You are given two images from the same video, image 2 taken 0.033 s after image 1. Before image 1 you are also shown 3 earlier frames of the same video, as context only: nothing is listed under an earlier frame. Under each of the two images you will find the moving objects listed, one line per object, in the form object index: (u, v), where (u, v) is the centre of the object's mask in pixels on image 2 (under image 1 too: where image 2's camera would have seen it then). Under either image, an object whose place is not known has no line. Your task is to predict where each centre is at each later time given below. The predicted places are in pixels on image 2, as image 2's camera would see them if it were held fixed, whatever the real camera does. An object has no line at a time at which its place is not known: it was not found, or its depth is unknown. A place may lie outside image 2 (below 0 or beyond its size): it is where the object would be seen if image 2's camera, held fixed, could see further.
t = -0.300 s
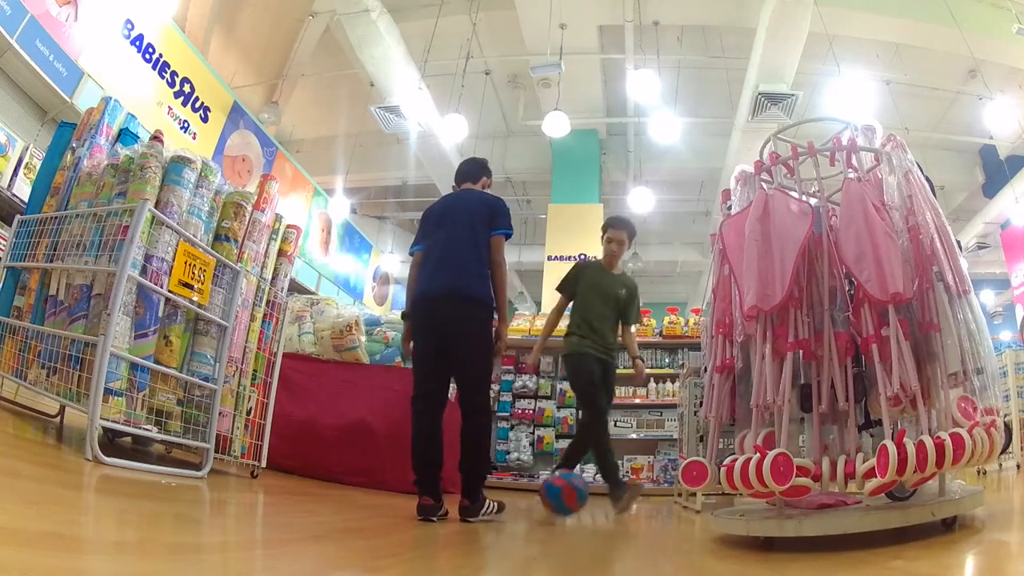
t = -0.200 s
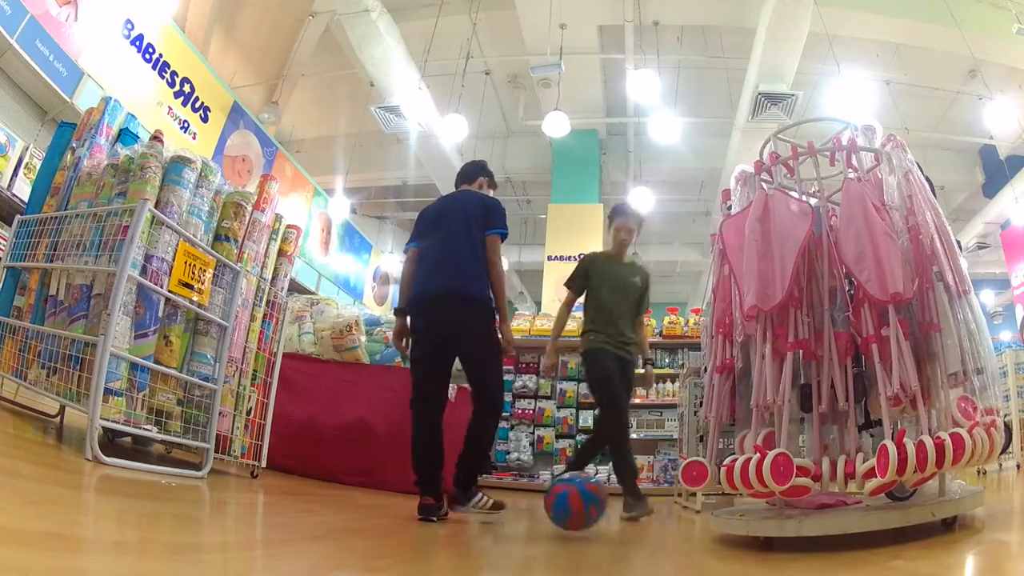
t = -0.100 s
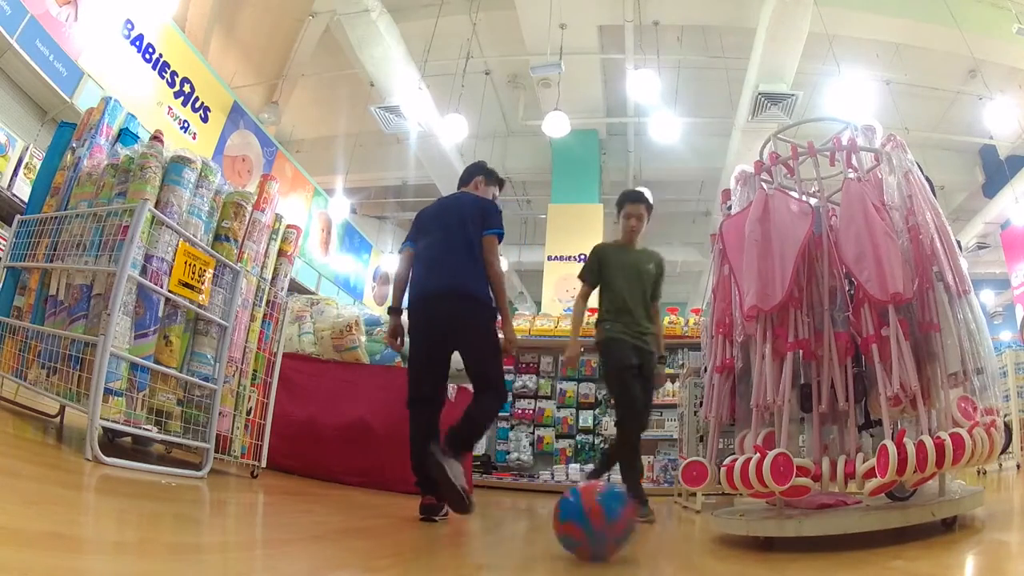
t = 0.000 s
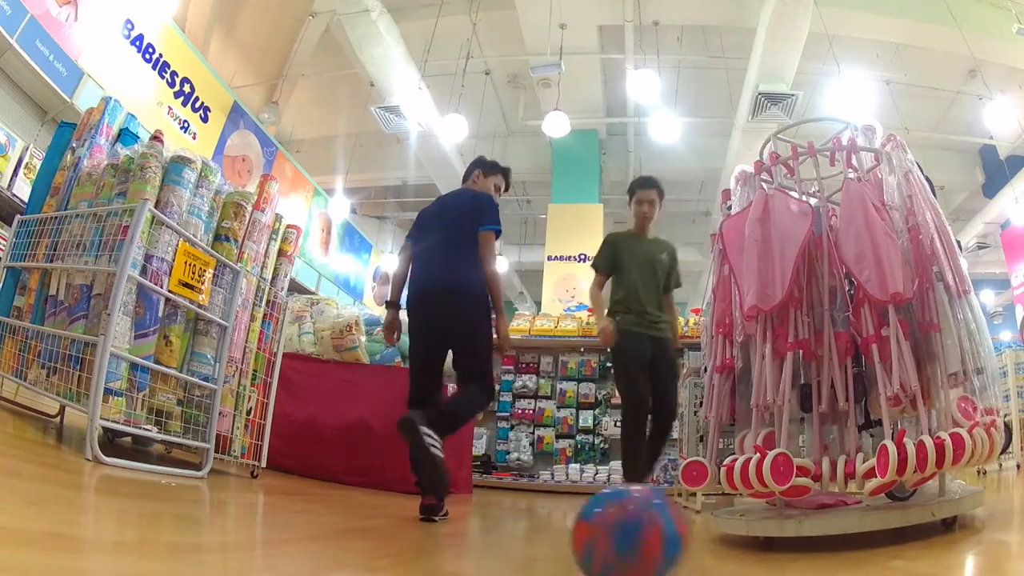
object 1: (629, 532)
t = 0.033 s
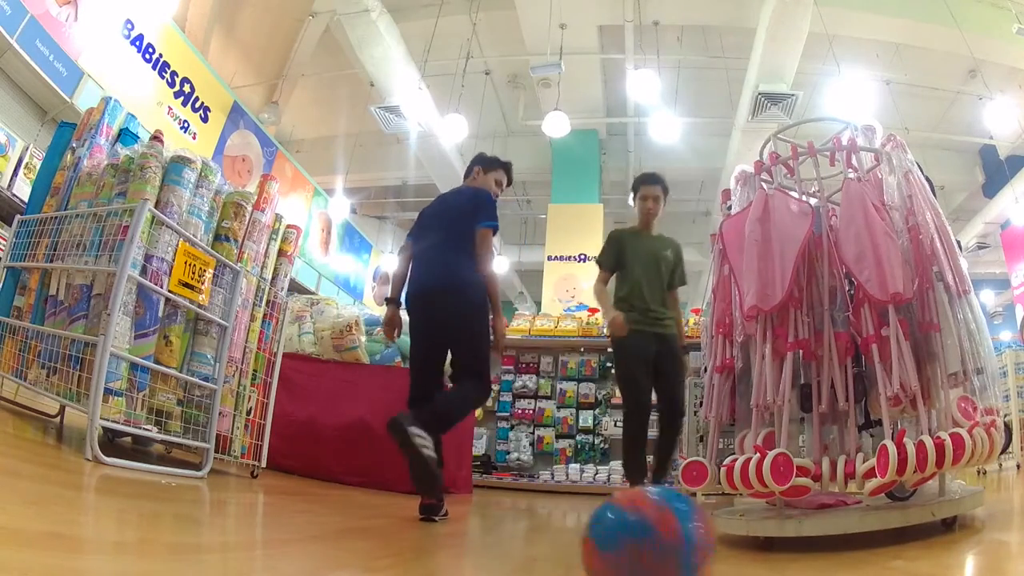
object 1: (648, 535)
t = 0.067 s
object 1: (673, 536)
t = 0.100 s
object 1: (707, 538)
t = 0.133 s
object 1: (753, 538)
